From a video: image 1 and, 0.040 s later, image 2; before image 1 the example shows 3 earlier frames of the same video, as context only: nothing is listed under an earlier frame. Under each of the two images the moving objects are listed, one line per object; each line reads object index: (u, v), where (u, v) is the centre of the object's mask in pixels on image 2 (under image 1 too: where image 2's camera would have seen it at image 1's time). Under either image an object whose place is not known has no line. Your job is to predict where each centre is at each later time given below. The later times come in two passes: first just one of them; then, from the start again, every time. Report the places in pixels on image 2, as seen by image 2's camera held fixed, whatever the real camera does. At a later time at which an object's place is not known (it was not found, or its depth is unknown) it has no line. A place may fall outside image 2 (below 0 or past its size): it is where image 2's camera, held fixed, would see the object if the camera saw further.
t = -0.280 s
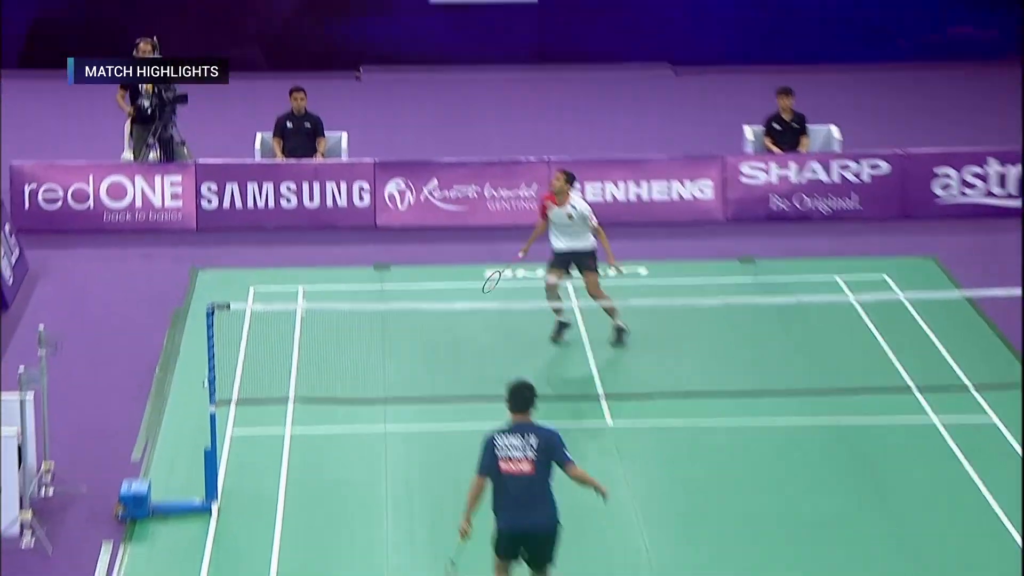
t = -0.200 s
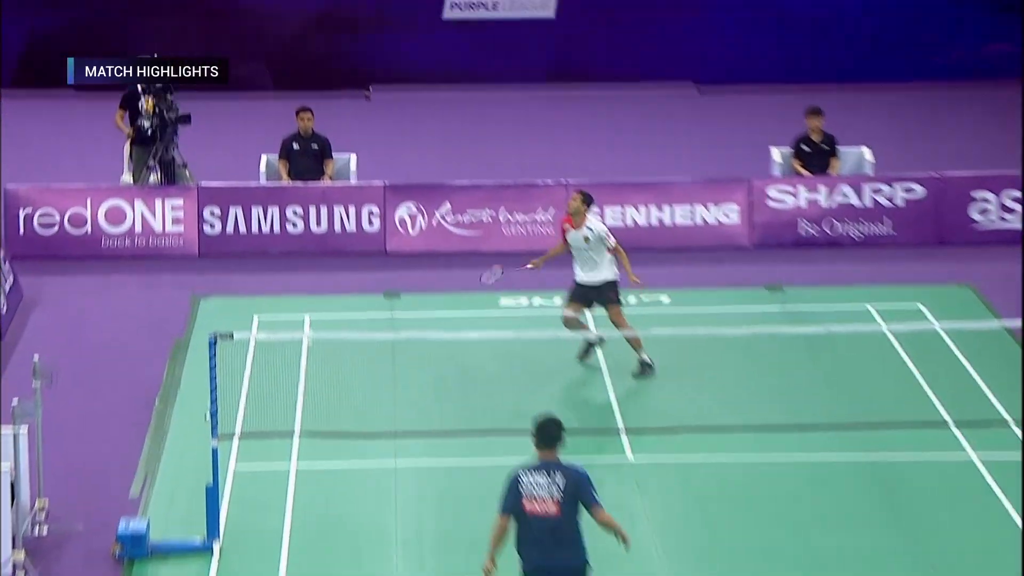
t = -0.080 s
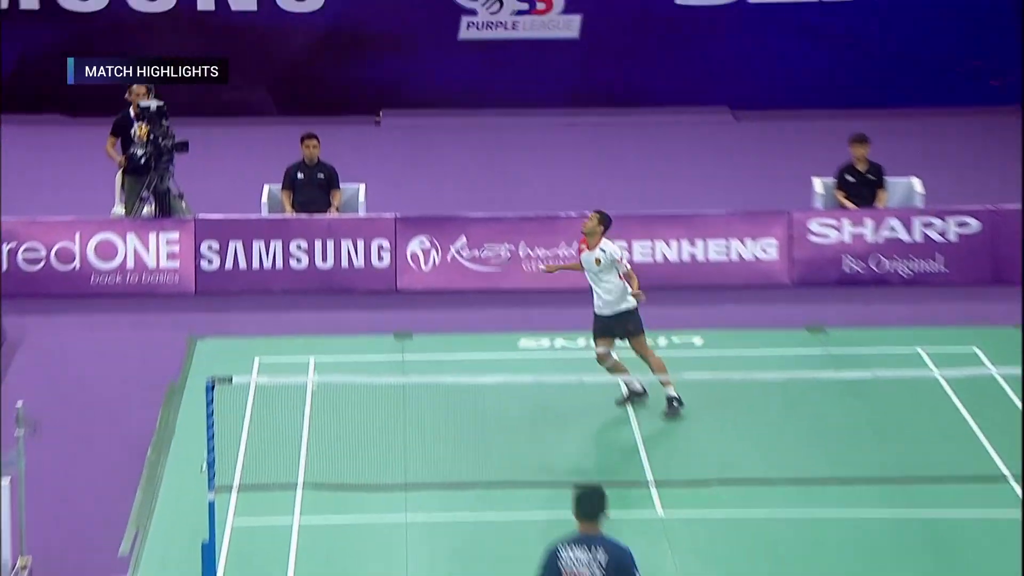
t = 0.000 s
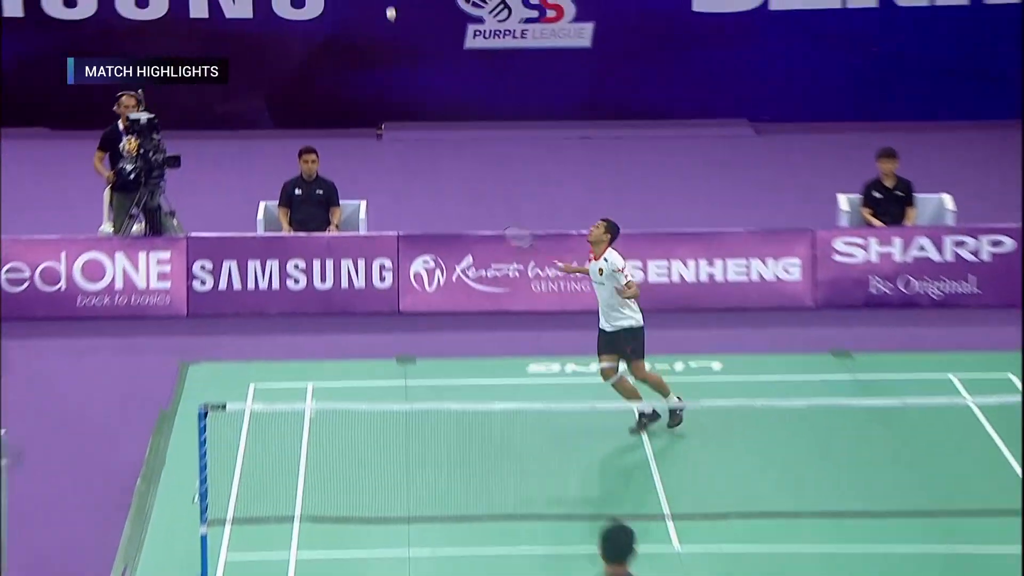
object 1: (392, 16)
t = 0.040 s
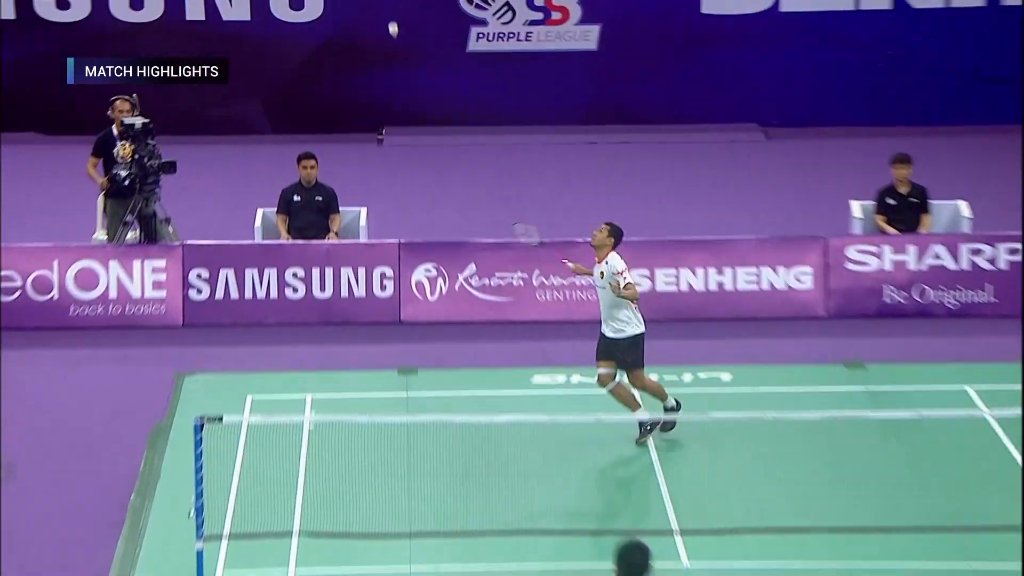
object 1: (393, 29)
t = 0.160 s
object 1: (398, 75)
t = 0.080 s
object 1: (394, 43)
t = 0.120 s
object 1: (396, 59)
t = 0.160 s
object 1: (398, 75)
